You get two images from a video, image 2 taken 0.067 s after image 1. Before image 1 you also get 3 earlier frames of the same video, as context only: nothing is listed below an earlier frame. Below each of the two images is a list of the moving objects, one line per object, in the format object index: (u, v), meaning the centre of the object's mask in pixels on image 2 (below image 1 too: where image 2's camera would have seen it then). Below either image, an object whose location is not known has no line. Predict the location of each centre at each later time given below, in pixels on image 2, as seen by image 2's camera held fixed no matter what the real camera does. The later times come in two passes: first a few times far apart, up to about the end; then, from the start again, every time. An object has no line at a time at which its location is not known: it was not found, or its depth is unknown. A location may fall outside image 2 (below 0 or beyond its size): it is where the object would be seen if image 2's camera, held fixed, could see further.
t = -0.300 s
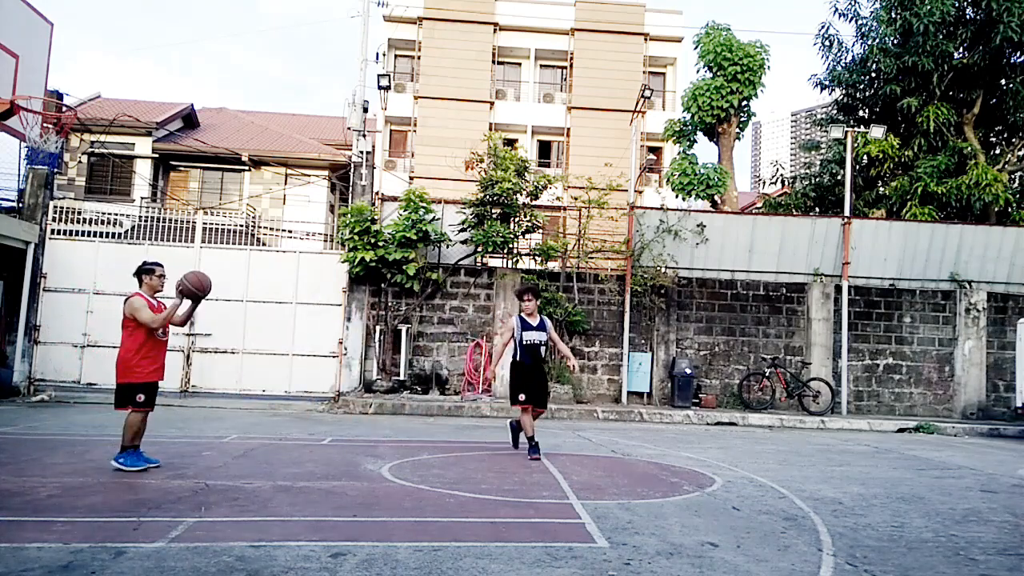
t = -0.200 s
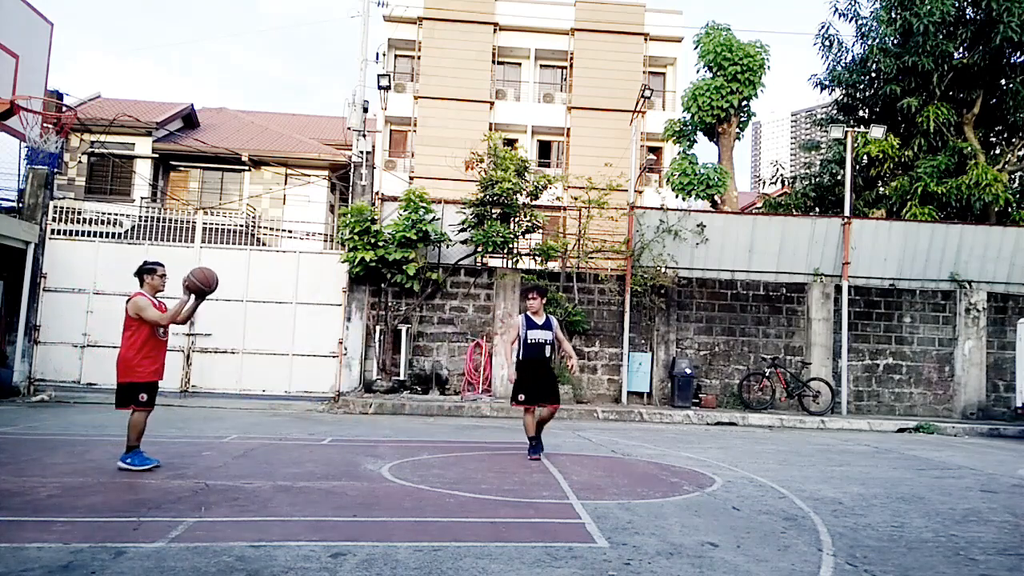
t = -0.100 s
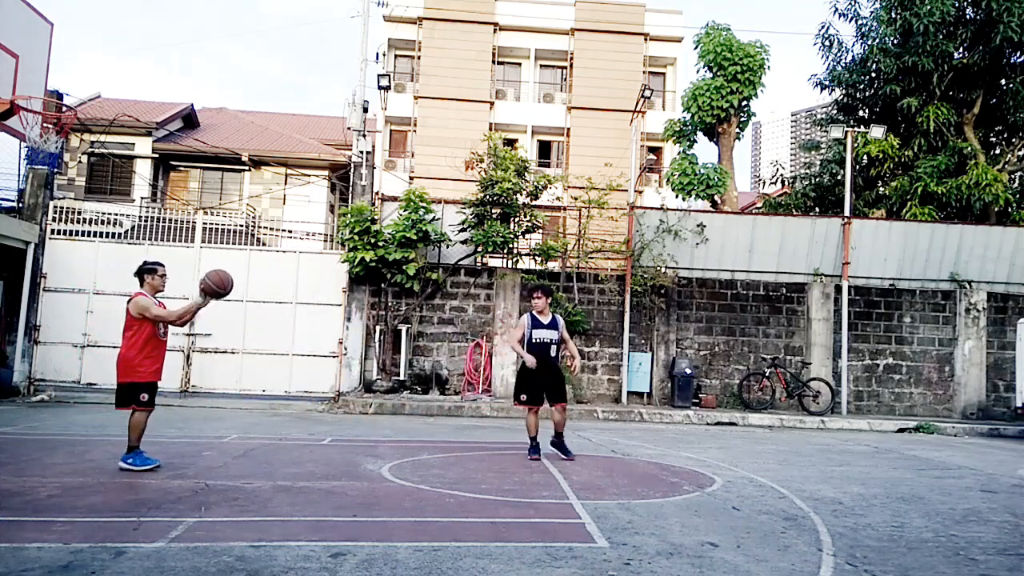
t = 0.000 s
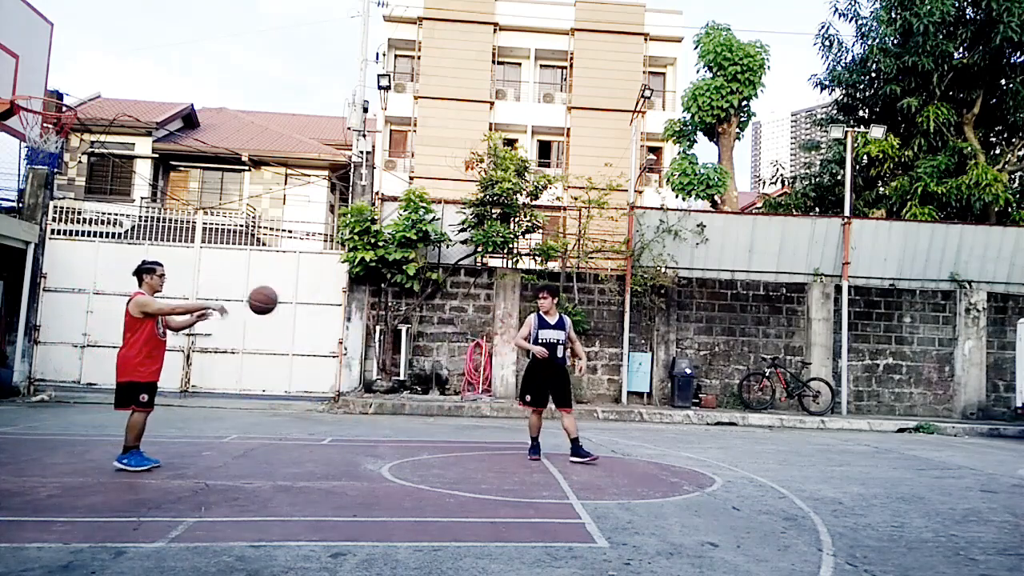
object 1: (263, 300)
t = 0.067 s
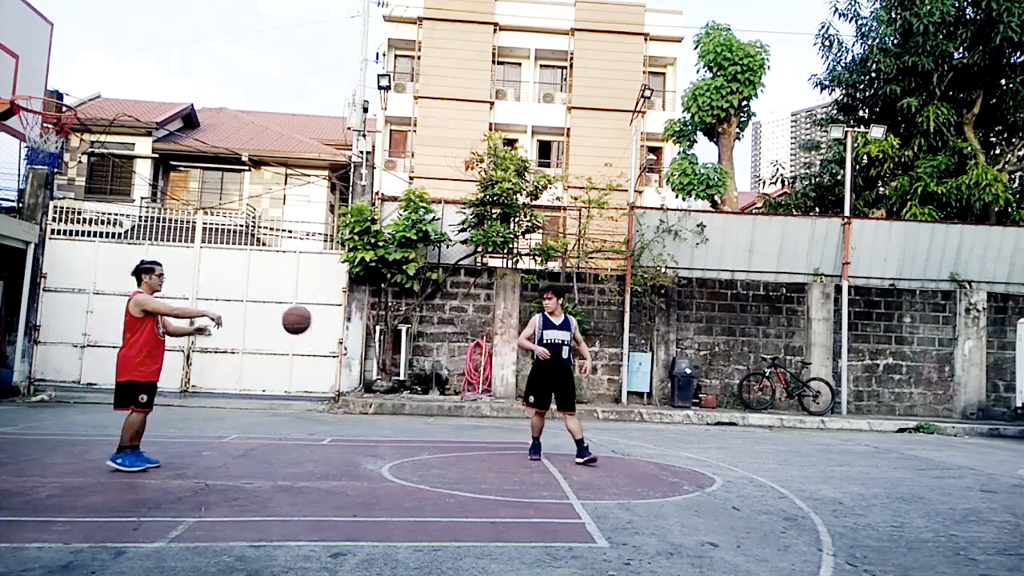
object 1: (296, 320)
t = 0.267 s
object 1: (392, 410)
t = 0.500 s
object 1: (459, 388)
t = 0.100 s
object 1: (313, 332)
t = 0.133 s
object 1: (329, 345)
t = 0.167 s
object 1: (345, 359)
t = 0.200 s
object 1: (360, 375)
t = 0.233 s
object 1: (376, 392)
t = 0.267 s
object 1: (392, 410)
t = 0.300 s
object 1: (407, 430)
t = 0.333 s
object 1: (423, 451)
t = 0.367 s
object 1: (432, 448)
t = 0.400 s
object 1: (439, 431)
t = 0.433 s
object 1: (445, 417)
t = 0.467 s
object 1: (452, 401)
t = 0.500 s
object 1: (459, 388)
